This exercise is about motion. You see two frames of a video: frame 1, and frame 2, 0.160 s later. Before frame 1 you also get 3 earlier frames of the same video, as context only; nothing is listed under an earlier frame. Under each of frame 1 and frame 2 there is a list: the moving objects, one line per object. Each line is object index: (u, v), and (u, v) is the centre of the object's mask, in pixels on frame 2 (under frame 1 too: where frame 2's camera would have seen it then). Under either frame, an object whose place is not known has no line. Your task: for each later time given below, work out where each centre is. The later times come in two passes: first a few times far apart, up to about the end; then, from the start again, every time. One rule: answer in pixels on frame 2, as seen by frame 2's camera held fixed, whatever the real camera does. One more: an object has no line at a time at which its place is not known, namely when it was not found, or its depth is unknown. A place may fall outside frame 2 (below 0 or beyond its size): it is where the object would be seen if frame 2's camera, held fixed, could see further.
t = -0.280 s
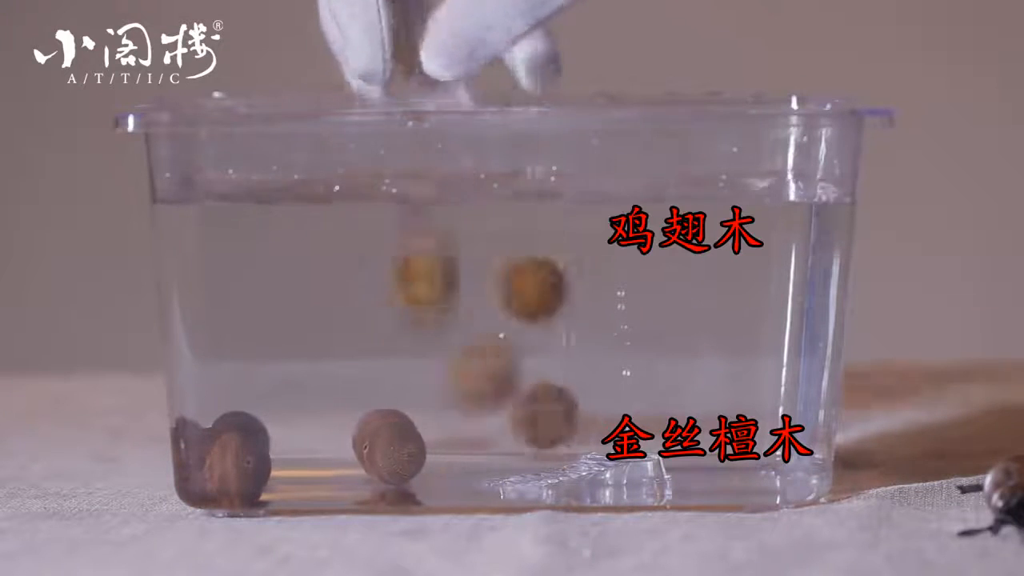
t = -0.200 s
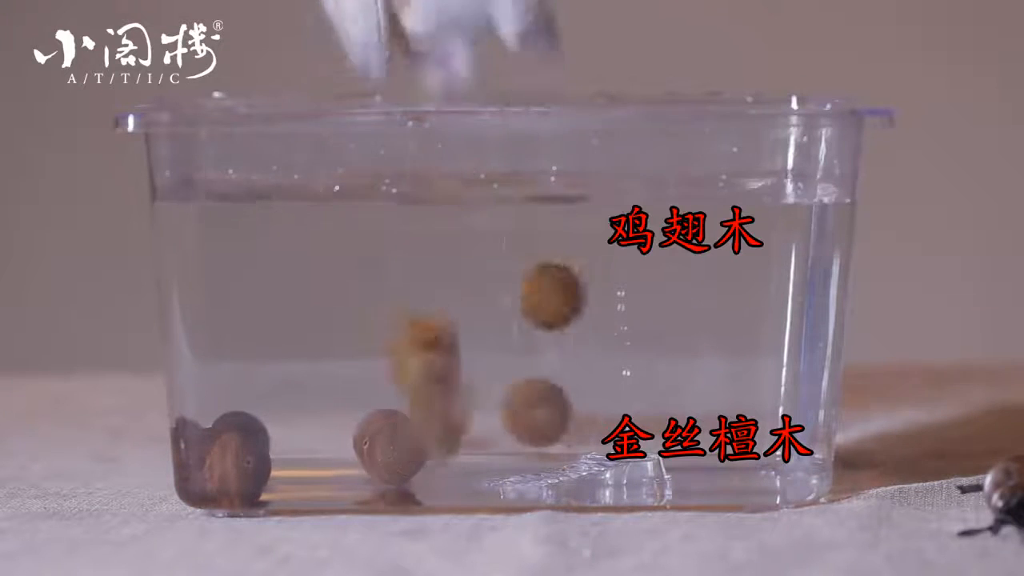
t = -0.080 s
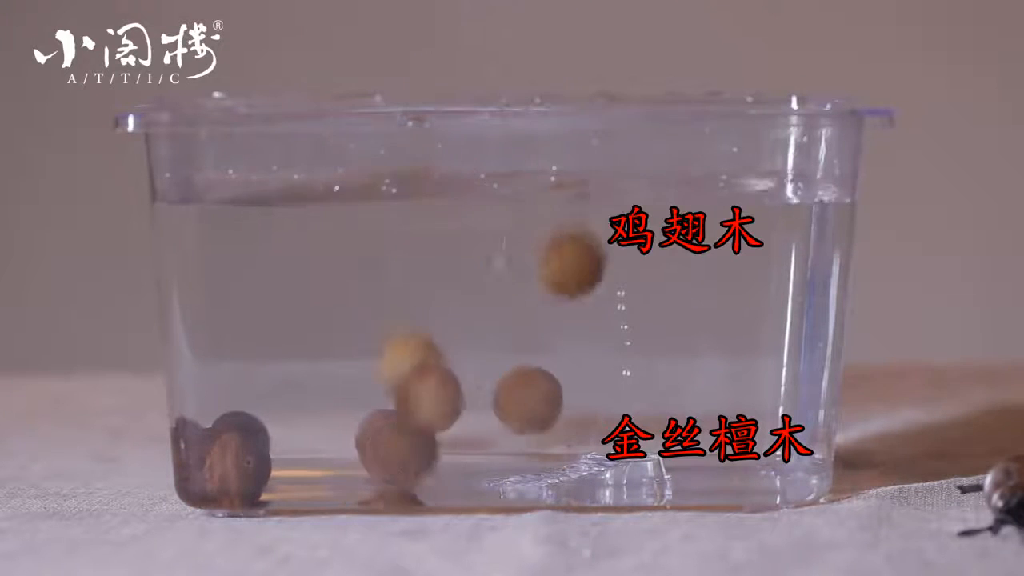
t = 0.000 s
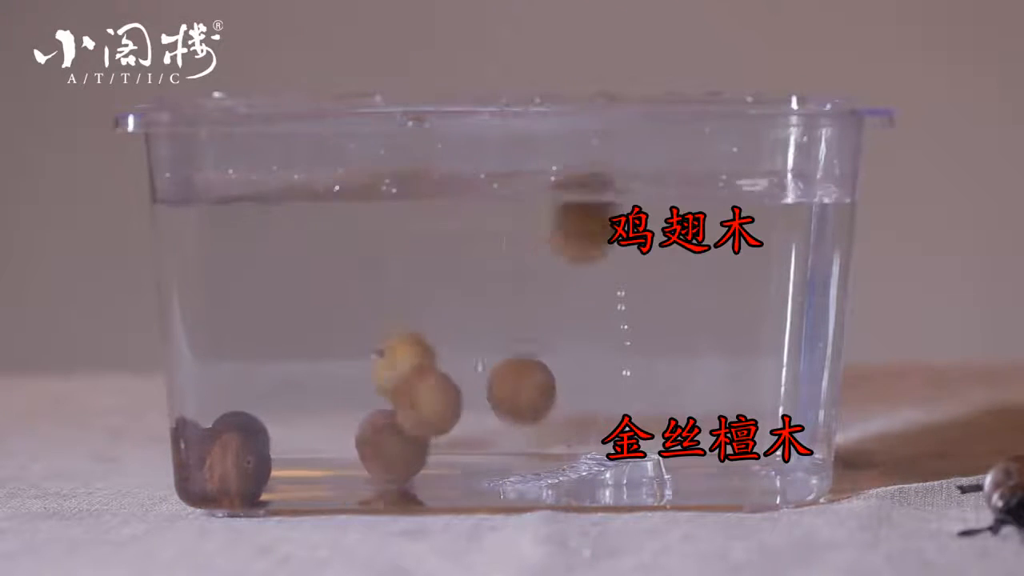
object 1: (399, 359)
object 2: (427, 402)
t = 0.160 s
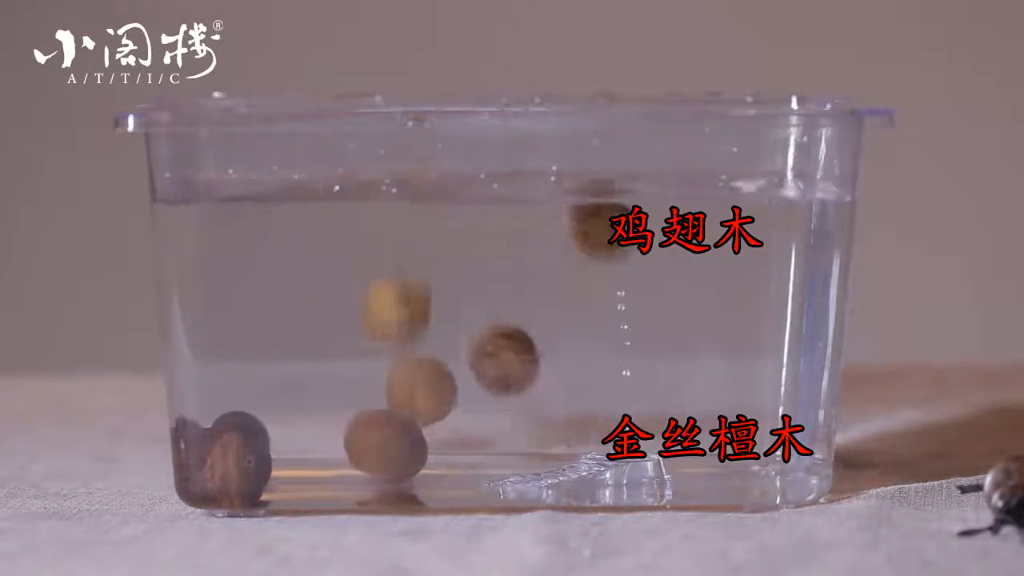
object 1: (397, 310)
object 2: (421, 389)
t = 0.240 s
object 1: (399, 259)
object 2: (423, 373)
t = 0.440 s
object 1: (405, 226)
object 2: (433, 325)
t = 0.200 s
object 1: (398, 289)
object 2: (421, 382)
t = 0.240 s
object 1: (399, 259)
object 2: (423, 373)
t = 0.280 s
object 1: (400, 232)
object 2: (424, 366)
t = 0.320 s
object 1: (401, 211)
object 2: (426, 357)
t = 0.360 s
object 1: (402, 200)
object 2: (428, 347)
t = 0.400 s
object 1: (402, 201)
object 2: (430, 336)
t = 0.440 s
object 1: (405, 226)
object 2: (433, 325)
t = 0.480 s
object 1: (404, 232)
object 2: (438, 311)
